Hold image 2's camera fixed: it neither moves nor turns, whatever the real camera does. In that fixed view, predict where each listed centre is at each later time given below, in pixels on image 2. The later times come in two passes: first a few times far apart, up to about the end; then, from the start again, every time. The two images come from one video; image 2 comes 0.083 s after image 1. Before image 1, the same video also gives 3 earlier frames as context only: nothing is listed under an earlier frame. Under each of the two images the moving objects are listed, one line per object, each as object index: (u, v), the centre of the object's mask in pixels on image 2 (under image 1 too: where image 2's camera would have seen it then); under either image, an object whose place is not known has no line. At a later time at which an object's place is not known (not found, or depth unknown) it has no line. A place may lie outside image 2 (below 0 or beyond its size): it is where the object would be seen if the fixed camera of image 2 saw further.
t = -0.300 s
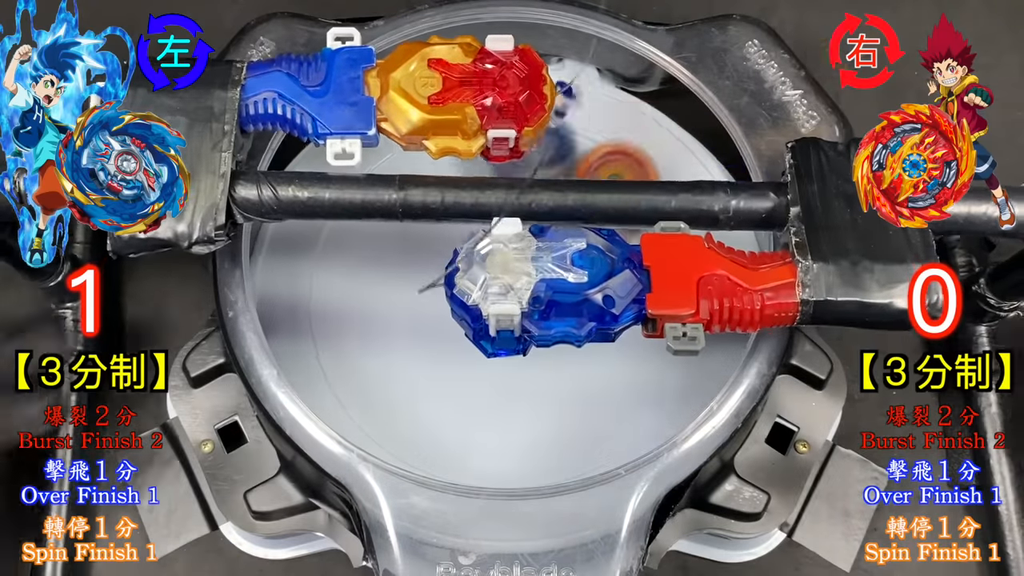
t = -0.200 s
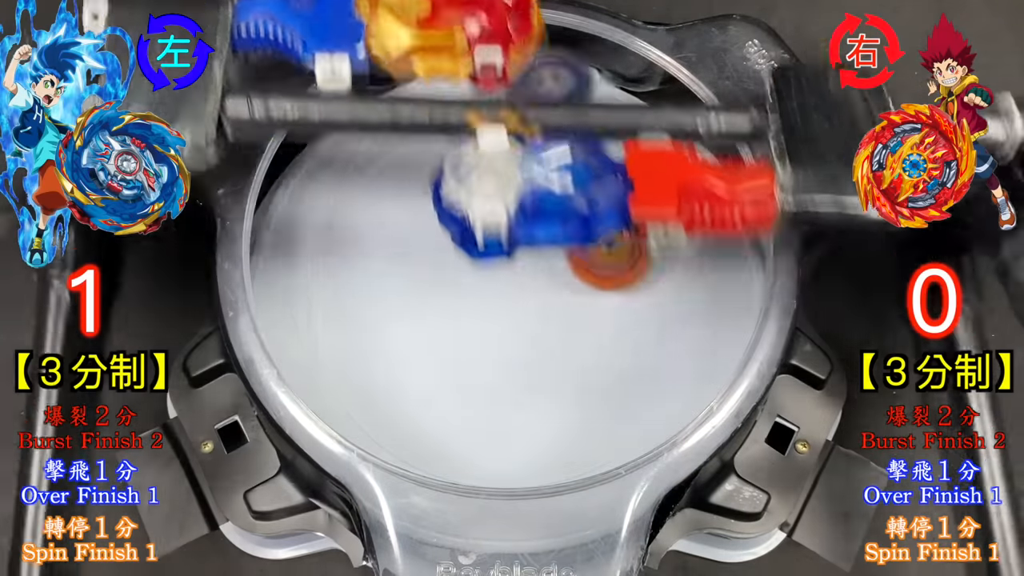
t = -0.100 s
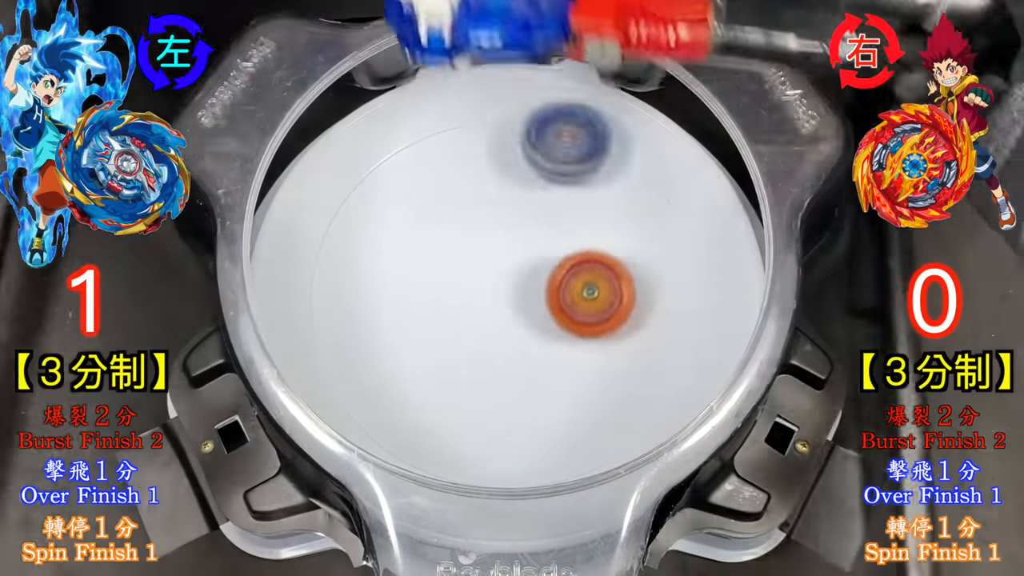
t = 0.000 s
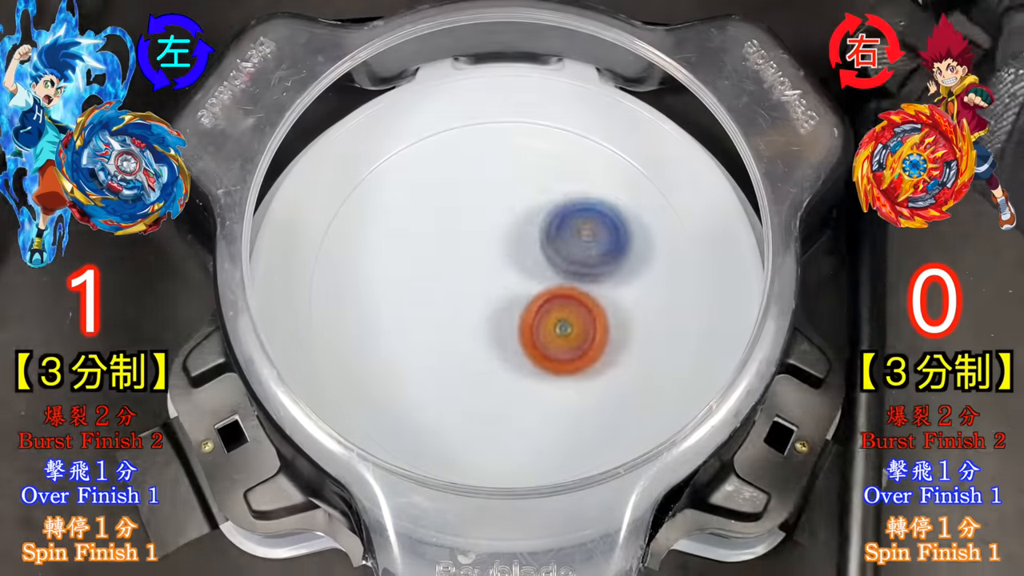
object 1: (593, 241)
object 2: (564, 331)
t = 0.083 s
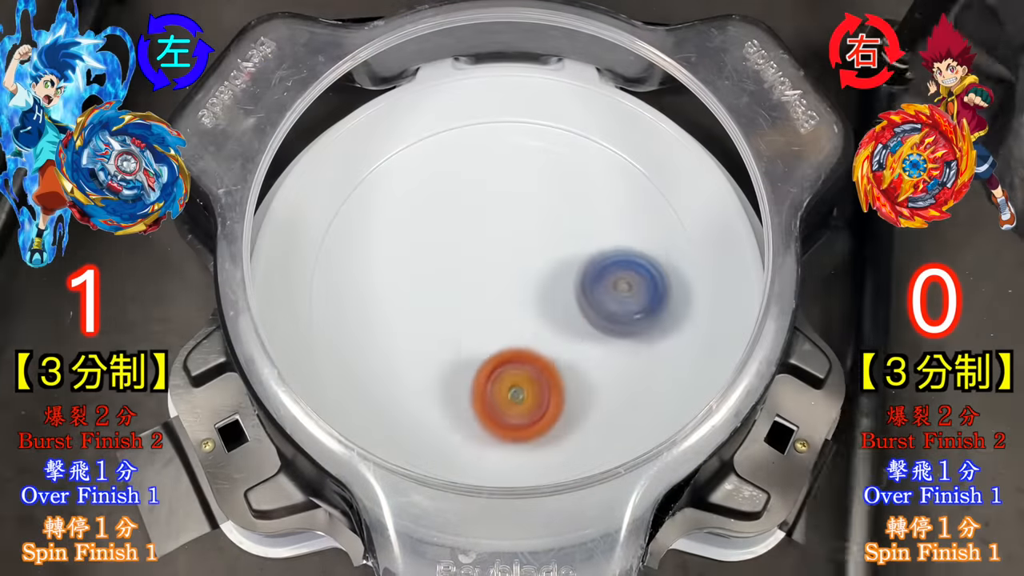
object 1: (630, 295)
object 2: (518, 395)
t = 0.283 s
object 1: (615, 431)
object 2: (431, 442)
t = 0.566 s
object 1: (361, 392)
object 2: (491, 267)
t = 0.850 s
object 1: (557, 120)
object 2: (618, 224)
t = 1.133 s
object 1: (662, 145)
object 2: (525, 455)
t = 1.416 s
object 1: (642, 271)
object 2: (372, 129)
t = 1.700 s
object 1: (389, 413)
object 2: (614, 299)
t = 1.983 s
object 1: (426, 131)
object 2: (594, 428)
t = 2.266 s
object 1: (670, 364)
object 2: (410, 266)
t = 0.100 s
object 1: (635, 305)
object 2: (508, 408)
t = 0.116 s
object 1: (643, 317)
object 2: (499, 420)
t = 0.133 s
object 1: (649, 330)
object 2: (489, 428)
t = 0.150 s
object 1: (654, 343)
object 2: (479, 437)
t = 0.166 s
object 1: (655, 357)
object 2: (471, 443)
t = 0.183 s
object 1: (657, 372)
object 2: (463, 445)
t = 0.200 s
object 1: (656, 384)
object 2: (456, 447)
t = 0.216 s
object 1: (651, 395)
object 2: (449, 449)
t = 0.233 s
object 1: (644, 405)
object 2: (442, 449)
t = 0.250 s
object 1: (635, 414)
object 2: (438, 446)
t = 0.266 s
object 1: (625, 423)
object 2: (434, 445)
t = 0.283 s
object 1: (615, 431)
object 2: (431, 442)
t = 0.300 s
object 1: (603, 439)
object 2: (428, 438)
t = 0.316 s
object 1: (591, 445)
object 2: (425, 433)
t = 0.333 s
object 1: (578, 450)
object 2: (423, 428)
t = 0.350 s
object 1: (565, 454)
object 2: (423, 419)
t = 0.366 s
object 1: (550, 458)
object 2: (424, 410)
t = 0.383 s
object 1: (535, 460)
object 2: (427, 398)
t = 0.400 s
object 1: (519, 462)
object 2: (429, 387)
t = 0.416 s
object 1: (503, 462)
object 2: (432, 375)
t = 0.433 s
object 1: (487, 460)
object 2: (436, 363)
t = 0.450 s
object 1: (470, 458)
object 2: (441, 350)
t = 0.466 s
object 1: (454, 454)
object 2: (447, 337)
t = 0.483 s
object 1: (438, 448)
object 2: (453, 325)
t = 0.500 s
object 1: (421, 441)
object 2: (460, 313)
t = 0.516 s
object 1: (404, 432)
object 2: (467, 300)
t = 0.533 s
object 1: (389, 420)
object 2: (475, 289)
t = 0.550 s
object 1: (374, 407)
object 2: (483, 278)
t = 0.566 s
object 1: (361, 392)
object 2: (491, 267)
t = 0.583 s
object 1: (350, 374)
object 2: (500, 259)
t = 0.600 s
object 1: (345, 351)
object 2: (509, 253)
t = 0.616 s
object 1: (341, 328)
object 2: (518, 251)
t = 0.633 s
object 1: (339, 305)
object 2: (527, 252)
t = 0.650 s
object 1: (340, 280)
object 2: (535, 254)
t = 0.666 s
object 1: (342, 255)
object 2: (544, 259)
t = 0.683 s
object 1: (346, 231)
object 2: (552, 263)
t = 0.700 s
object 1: (352, 206)
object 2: (561, 266)
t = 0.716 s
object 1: (359, 182)
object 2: (570, 268)
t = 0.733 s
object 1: (374, 161)
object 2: (580, 268)
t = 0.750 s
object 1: (394, 147)
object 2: (589, 266)
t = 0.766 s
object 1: (418, 136)
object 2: (598, 262)
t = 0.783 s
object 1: (445, 128)
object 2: (606, 257)
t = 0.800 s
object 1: (472, 120)
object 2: (612, 251)
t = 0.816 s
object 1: (501, 115)
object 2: (617, 242)
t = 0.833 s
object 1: (528, 115)
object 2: (618, 233)
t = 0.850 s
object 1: (557, 120)
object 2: (618, 224)
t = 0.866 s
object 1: (583, 130)
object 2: (616, 214)
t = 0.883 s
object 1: (601, 118)
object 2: (618, 224)
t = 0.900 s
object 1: (619, 99)
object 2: (621, 236)
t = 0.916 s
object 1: (626, 107)
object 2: (625, 250)
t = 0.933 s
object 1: (632, 121)
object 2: (628, 266)
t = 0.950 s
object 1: (639, 139)
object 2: (629, 284)
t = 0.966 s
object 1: (644, 159)
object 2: (634, 292)
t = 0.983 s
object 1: (650, 181)
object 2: (640, 302)
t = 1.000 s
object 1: (654, 200)
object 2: (645, 313)
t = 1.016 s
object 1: (658, 220)
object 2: (652, 319)
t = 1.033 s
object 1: (663, 233)
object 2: (659, 340)
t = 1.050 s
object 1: (663, 218)
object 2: (664, 386)
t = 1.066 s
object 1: (665, 202)
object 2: (655, 416)
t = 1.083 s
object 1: (664, 186)
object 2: (633, 436)
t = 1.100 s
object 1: (663, 171)
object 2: (600, 443)
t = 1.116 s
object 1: (661, 158)
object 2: (563, 450)
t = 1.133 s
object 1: (662, 145)
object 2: (525, 455)
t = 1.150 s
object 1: (662, 135)
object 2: (488, 457)
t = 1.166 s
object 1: (660, 125)
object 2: (452, 449)
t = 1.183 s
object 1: (657, 116)
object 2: (418, 437)
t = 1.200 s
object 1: (655, 111)
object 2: (386, 423)
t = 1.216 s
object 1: (656, 115)
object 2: (357, 407)
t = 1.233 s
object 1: (658, 122)
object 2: (330, 388)
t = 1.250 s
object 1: (660, 130)
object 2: (316, 366)
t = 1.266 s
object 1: (660, 138)
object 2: (311, 342)
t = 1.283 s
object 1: (660, 150)
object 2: (309, 316)
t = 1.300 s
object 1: (659, 162)
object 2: (312, 291)
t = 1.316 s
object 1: (659, 175)
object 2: (315, 263)
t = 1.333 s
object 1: (659, 189)
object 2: (322, 237)
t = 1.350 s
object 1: (658, 203)
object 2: (329, 213)
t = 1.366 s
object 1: (655, 220)
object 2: (337, 190)
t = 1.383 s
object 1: (650, 237)
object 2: (349, 168)
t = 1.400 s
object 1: (648, 253)
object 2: (359, 148)
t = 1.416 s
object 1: (642, 271)
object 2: (372, 129)
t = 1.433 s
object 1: (641, 288)
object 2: (385, 110)
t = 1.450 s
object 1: (636, 305)
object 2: (398, 104)
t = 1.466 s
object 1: (630, 323)
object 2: (415, 109)
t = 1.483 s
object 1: (614, 341)
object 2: (432, 115)
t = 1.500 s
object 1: (603, 356)
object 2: (449, 123)
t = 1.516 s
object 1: (591, 372)
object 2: (466, 131)
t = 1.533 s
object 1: (576, 386)
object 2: (481, 141)
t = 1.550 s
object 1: (563, 397)
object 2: (497, 152)
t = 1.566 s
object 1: (546, 409)
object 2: (513, 164)
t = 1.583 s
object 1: (528, 416)
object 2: (529, 177)
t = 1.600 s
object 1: (506, 420)
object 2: (543, 191)
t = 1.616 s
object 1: (486, 425)
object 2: (558, 205)
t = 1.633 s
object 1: (468, 427)
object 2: (571, 221)
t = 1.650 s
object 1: (447, 427)
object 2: (583, 238)
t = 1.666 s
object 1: (427, 425)
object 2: (593, 256)
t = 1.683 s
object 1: (408, 419)
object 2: (603, 278)
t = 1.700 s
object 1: (389, 413)
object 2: (614, 299)
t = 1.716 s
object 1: (372, 404)
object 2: (628, 319)
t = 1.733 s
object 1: (358, 394)
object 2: (641, 339)
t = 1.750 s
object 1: (346, 379)
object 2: (655, 357)
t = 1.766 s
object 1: (339, 364)
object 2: (671, 374)
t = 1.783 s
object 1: (330, 346)
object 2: (673, 382)
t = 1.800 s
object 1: (327, 325)
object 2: (673, 388)
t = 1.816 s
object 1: (324, 308)
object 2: (672, 395)
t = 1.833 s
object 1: (322, 286)
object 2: (670, 402)
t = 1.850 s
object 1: (322, 267)
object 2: (666, 410)
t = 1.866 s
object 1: (324, 246)
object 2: (658, 416)
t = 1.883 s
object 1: (328, 225)
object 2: (652, 419)
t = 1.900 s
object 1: (337, 204)
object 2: (643, 422)
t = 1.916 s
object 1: (351, 186)
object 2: (634, 424)
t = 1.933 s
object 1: (366, 170)
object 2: (625, 426)
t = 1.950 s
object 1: (384, 155)
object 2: (616, 426)
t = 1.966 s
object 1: (405, 142)
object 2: (605, 427)
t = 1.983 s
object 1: (426, 131)
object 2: (594, 428)
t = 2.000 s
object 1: (452, 124)
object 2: (581, 422)
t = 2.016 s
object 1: (476, 118)
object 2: (569, 415)
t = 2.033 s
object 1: (503, 117)
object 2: (556, 409)
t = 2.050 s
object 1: (529, 119)
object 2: (543, 405)
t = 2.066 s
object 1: (556, 124)
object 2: (531, 395)
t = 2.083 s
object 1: (581, 133)
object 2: (519, 384)
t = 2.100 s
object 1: (605, 146)
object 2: (506, 375)
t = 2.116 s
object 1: (626, 162)
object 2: (494, 367)
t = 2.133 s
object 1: (645, 179)
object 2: (483, 356)
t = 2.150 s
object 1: (660, 200)
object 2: (472, 344)
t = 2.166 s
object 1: (673, 221)
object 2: (461, 334)
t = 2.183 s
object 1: (681, 246)
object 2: (451, 322)
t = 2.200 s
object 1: (687, 268)
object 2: (442, 309)
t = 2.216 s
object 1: (688, 294)
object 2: (433, 298)
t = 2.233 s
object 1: (686, 317)
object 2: (424, 288)
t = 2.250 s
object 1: (679, 343)
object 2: (417, 277)
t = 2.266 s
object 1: (670, 364)
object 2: (410, 266)
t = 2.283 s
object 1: (655, 384)
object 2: (404, 255)
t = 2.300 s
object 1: (637, 400)
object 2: (398, 245)
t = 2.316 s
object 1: (617, 416)
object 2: (394, 236)
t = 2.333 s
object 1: (598, 428)
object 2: (391, 227)
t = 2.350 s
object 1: (571, 439)
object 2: (387, 220)
